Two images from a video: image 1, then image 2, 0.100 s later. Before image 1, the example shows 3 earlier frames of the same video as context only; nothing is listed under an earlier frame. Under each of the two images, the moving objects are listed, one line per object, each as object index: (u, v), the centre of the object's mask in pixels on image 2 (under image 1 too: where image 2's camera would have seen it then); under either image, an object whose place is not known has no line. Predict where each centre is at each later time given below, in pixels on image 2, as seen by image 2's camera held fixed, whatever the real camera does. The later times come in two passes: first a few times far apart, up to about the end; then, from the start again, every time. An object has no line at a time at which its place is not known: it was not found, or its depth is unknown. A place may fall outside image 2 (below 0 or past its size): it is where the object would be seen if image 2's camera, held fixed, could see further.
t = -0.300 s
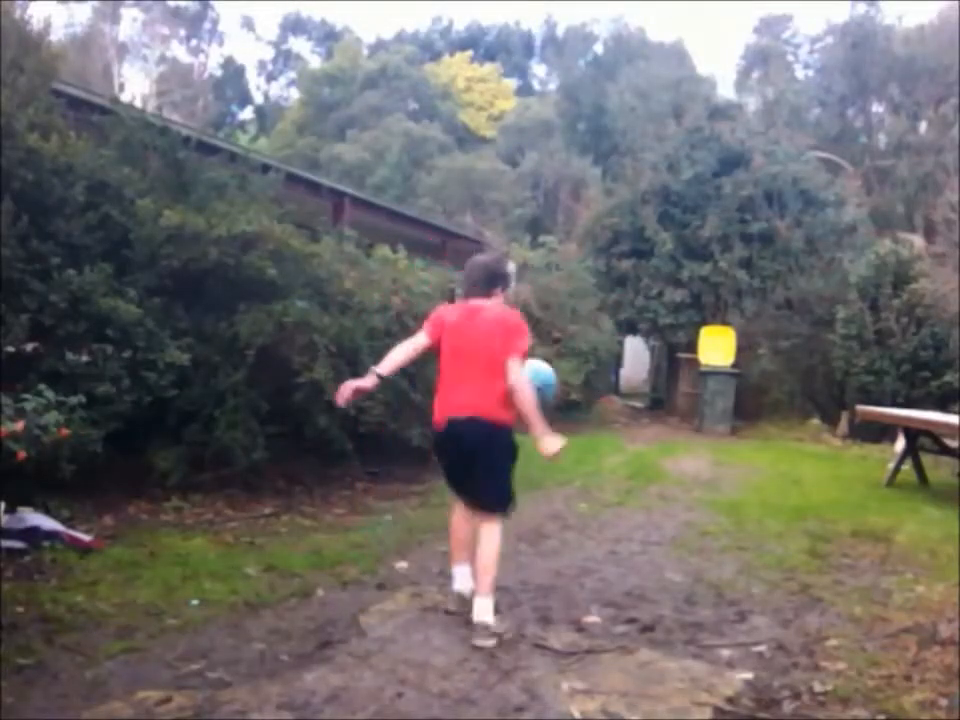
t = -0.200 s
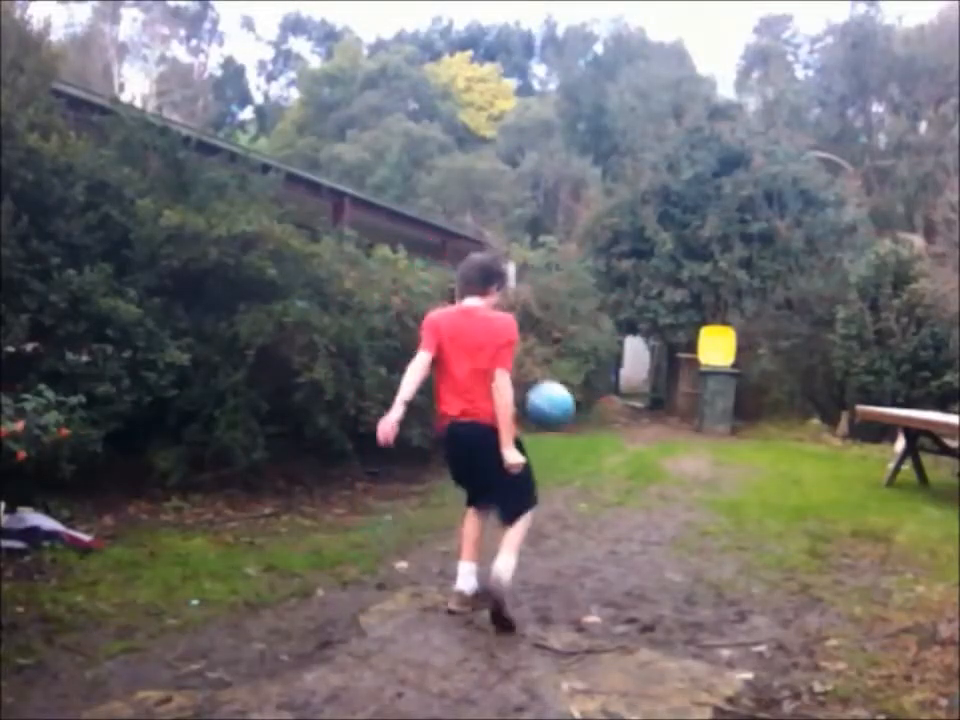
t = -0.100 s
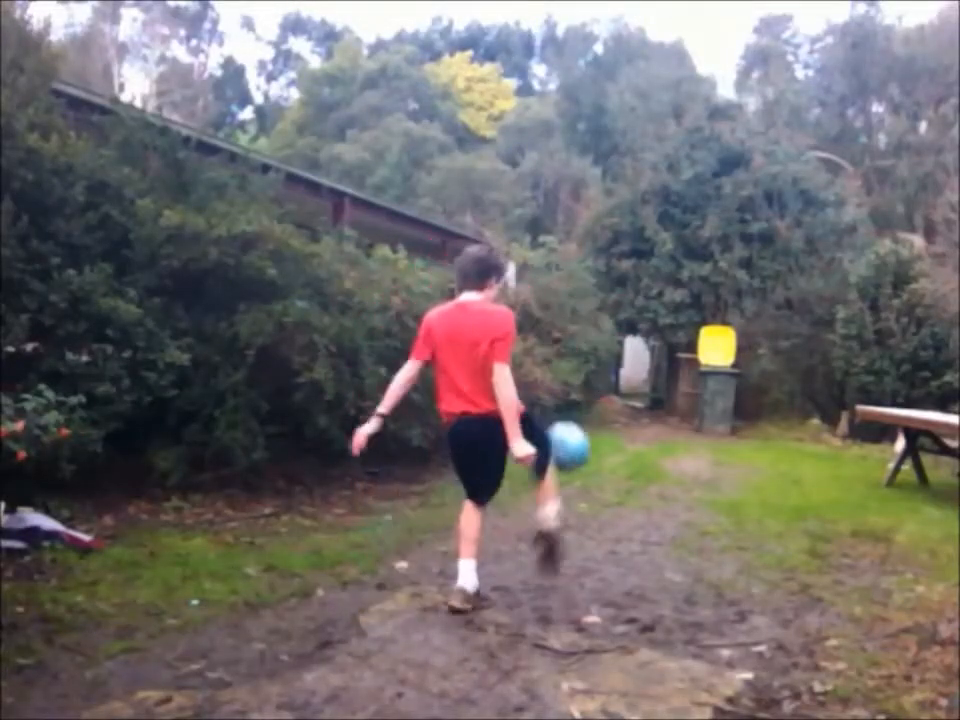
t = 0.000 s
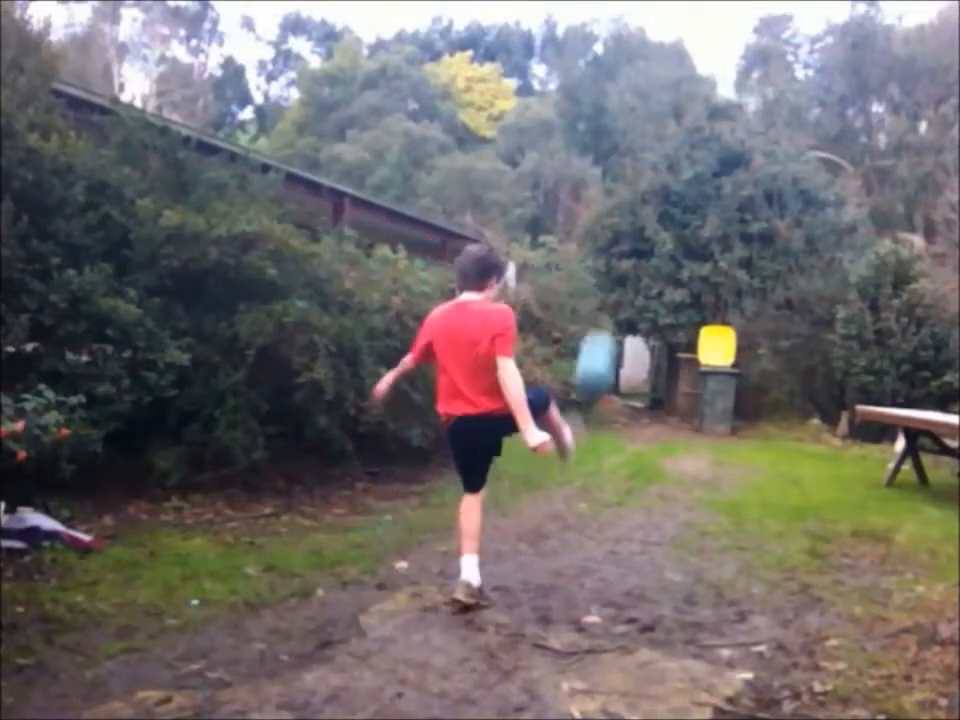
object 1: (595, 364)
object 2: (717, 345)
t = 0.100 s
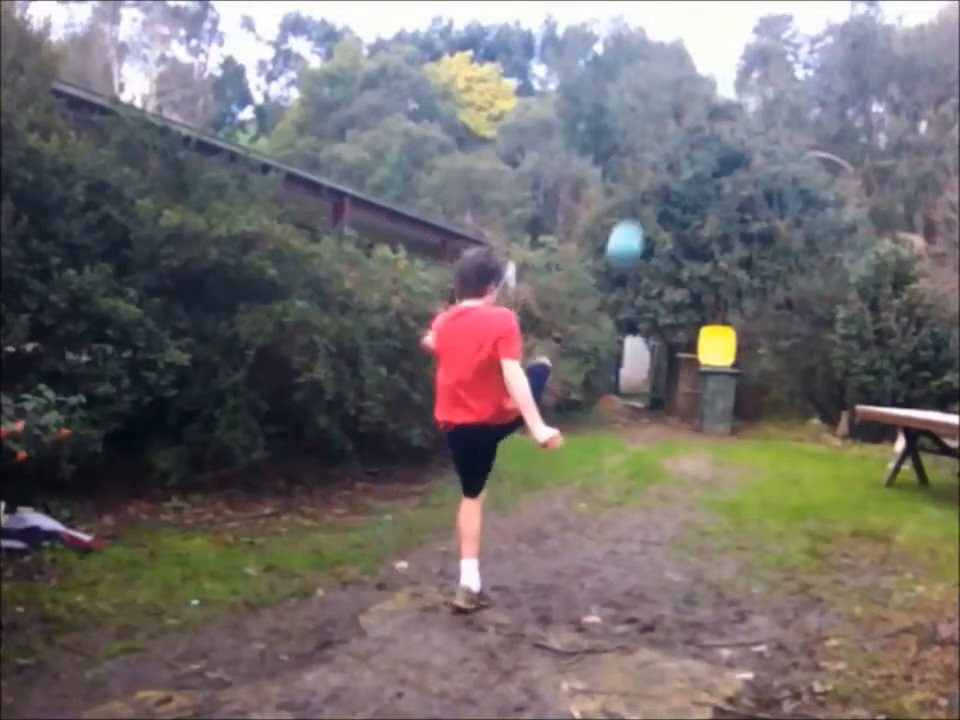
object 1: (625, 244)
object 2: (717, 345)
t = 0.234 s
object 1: (652, 157)
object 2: (717, 345)
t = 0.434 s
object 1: (681, 112)
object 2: (717, 345)
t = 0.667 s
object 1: (702, 125)
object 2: (717, 345)
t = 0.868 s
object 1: (715, 169)
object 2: (717, 345)
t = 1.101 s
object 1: (726, 244)
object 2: (717, 345)
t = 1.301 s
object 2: (716, 346)
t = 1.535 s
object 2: (717, 345)
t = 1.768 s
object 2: (717, 345)
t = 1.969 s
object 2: (717, 345)
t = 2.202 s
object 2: (718, 347)
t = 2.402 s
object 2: (718, 354)
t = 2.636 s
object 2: (720, 367)
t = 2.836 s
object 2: (720, 367)
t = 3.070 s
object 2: (719, 367)
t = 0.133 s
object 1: (633, 217)
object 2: (717, 345)
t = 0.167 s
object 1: (640, 192)
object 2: (717, 345)
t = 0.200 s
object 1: (646, 173)
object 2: (717, 345)
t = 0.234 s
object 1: (652, 157)
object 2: (717, 345)
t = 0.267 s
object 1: (657, 145)
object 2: (717, 345)
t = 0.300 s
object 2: (717, 345)
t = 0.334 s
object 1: (668, 125)
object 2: (717, 345)
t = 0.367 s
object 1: (673, 118)
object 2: (717, 345)
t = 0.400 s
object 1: (677, 115)
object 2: (717, 345)
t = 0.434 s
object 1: (681, 112)
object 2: (717, 345)
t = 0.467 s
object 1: (684, 111)
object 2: (717, 345)
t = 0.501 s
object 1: (687, 110)
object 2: (717, 345)
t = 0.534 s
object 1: (691, 110)
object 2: (717, 345)
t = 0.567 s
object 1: (694, 113)
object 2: (717, 345)
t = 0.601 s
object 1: (696, 116)
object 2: (717, 345)
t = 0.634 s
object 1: (699, 120)
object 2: (717, 345)
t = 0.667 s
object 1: (702, 125)
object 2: (717, 345)
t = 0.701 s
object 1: (705, 131)
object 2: (717, 345)
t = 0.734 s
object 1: (707, 136)
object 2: (717, 345)
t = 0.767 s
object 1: (709, 144)
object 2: (717, 345)
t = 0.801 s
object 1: (712, 151)
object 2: (717, 345)
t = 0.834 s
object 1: (714, 160)
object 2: (717, 345)
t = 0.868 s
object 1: (715, 169)
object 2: (717, 345)
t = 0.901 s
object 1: (717, 179)
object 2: (717, 345)
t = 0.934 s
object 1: (719, 189)
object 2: (717, 345)
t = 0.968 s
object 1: (720, 199)
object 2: (717, 345)
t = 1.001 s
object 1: (722, 209)
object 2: (717, 345)
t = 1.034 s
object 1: (723, 221)
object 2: (717, 345)
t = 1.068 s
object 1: (724, 233)
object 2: (717, 345)
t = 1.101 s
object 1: (726, 244)
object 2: (717, 345)
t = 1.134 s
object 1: (727, 256)
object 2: (717, 345)
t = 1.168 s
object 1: (727, 269)
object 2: (717, 345)
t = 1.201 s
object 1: (728, 282)
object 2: (717, 345)
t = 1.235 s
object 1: (729, 295)
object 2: (716, 345)
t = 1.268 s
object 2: (716, 345)
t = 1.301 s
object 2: (716, 346)
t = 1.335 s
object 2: (717, 345)
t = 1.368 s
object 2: (717, 345)
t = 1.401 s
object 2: (718, 346)
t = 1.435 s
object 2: (717, 345)
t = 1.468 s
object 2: (717, 345)
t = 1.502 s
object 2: (719, 346)
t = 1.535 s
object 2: (717, 345)
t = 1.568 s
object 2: (717, 345)
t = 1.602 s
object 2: (716, 345)
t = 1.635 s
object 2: (715, 345)
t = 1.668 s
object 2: (715, 345)
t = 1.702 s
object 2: (716, 345)
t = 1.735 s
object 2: (716, 345)
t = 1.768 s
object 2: (717, 345)
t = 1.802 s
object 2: (718, 345)
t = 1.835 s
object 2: (718, 345)
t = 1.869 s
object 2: (718, 345)
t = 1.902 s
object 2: (718, 345)
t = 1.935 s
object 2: (717, 345)
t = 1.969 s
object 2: (717, 345)
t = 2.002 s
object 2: (717, 345)
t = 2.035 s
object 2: (717, 345)
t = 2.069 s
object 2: (718, 346)
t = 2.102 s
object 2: (718, 346)
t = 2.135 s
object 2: (718, 346)
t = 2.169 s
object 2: (718, 346)
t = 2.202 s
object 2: (718, 347)
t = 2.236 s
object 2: (718, 347)
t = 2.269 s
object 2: (718, 348)
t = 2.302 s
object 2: (718, 349)
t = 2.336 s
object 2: (718, 351)
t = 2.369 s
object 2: (718, 352)
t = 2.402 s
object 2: (718, 354)
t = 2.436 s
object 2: (718, 356)
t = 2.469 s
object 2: (718, 359)
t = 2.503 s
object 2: (719, 362)
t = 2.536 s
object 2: (720, 366)
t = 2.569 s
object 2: (720, 367)
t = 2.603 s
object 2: (720, 367)
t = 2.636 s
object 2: (720, 367)
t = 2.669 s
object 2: (720, 367)
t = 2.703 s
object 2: (719, 367)
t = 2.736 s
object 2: (719, 367)
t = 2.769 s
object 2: (719, 367)
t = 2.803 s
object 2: (719, 367)
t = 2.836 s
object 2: (720, 367)
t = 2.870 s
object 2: (719, 367)
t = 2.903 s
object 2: (720, 367)
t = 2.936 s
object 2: (719, 367)
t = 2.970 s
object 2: (719, 367)
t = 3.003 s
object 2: (719, 367)
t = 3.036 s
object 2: (719, 367)
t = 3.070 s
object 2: (719, 367)
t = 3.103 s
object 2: (719, 367)
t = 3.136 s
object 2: (719, 367)
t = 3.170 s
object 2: (719, 367)
